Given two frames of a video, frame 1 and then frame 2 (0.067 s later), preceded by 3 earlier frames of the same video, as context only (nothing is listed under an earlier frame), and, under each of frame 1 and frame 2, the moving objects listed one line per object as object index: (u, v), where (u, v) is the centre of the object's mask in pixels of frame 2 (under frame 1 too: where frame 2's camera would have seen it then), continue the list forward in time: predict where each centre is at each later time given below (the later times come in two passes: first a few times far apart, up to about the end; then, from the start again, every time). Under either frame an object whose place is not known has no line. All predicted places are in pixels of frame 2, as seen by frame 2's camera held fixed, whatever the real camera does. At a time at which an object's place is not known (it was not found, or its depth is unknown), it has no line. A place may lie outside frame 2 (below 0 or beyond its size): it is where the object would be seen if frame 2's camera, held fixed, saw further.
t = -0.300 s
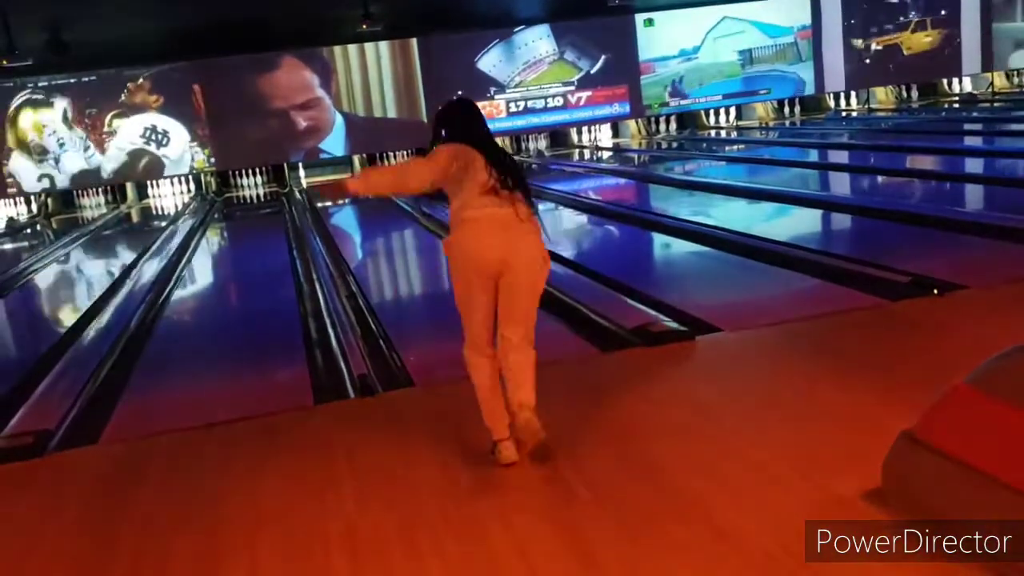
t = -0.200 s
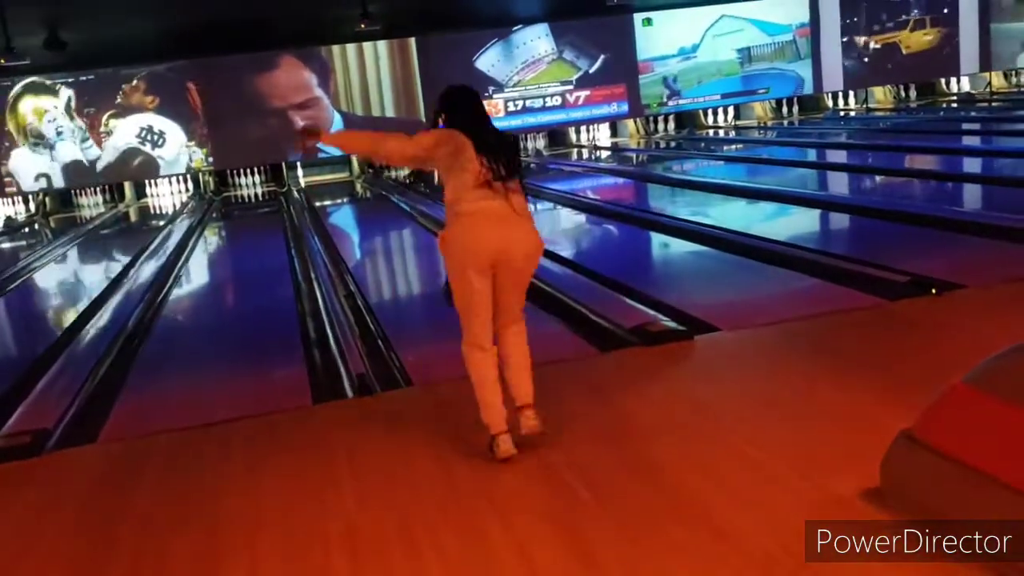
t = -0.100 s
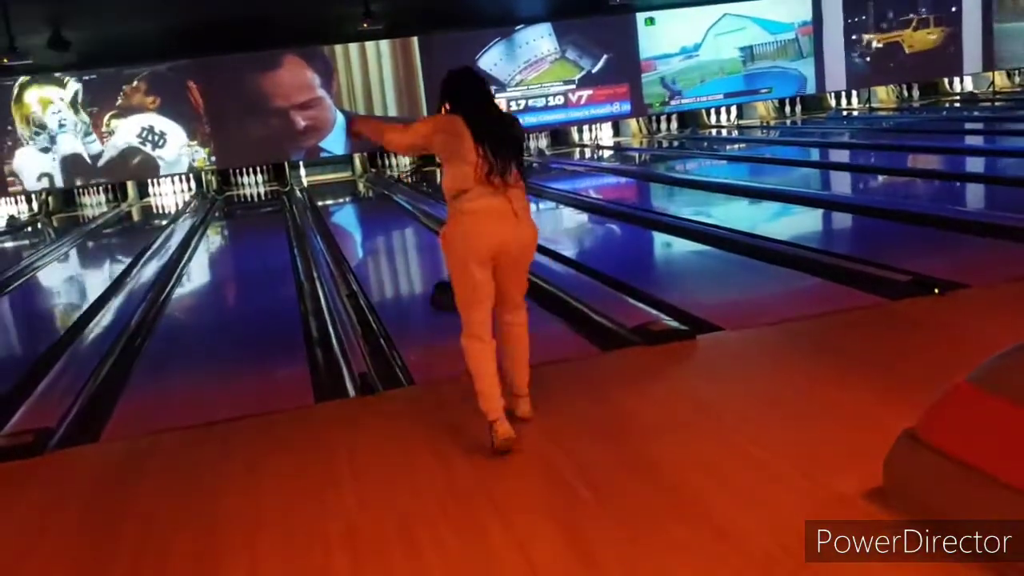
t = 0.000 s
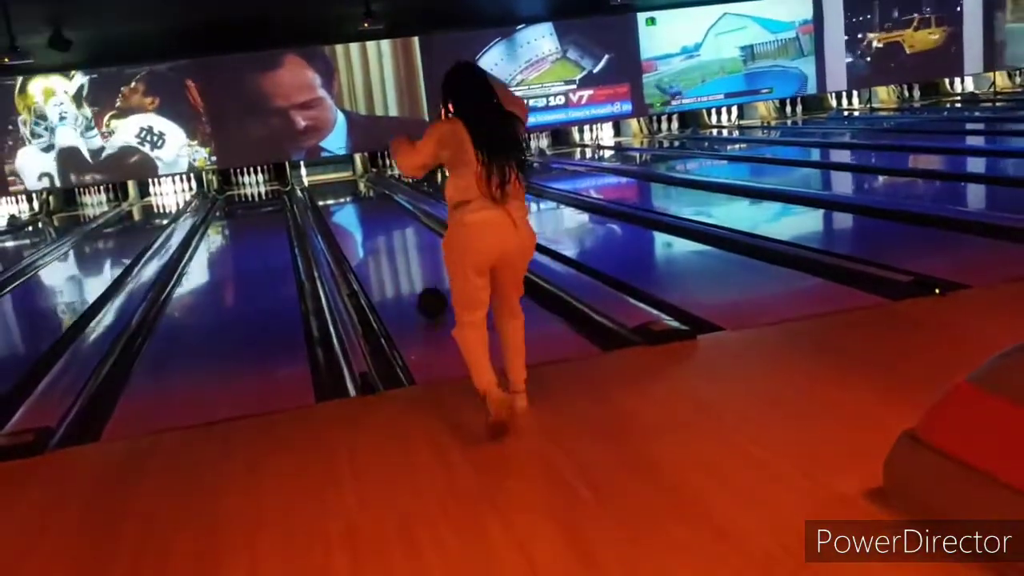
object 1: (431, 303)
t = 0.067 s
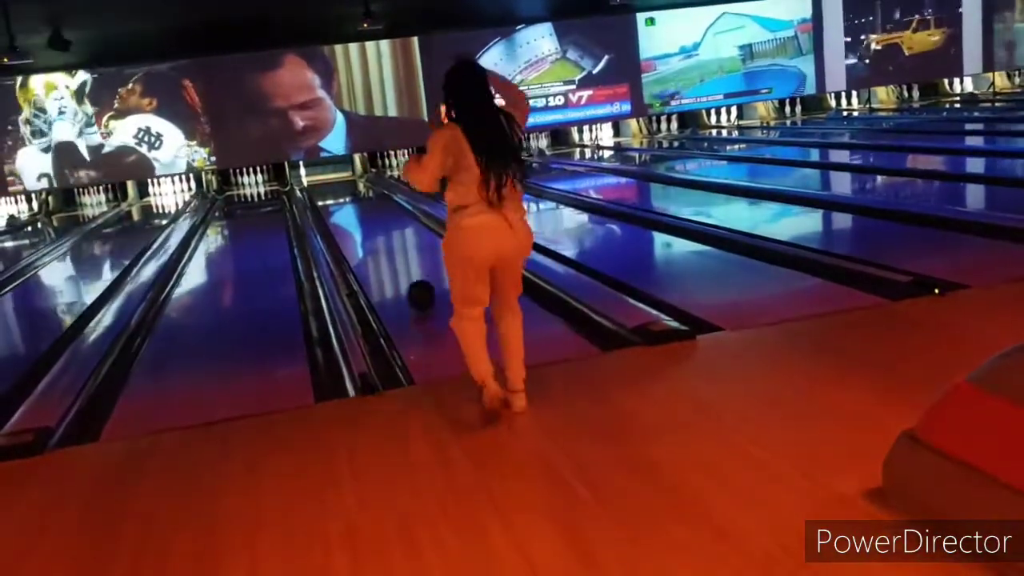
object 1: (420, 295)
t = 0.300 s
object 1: (392, 271)
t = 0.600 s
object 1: (366, 248)
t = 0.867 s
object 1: (349, 233)
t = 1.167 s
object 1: (334, 220)
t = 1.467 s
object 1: (324, 212)
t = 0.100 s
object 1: (417, 292)
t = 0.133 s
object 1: (412, 288)
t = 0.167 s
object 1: (407, 284)
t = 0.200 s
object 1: (403, 280)
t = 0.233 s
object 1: (399, 277)
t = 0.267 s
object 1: (396, 273)
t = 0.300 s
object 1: (392, 271)
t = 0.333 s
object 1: (389, 267)
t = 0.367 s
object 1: (385, 265)
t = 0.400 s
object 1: (382, 261)
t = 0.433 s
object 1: (380, 258)
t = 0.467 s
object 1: (377, 256)
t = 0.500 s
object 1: (375, 254)
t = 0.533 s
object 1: (371, 252)
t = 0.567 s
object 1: (369, 250)
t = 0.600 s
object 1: (366, 248)
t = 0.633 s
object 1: (364, 246)
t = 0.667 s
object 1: (362, 244)
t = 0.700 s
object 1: (360, 242)
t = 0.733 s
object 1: (357, 240)
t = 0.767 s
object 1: (355, 238)
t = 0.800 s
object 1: (353, 236)
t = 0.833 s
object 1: (351, 235)
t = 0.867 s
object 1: (349, 233)
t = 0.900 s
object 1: (347, 231)
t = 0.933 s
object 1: (345, 230)
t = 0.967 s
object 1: (343, 228)
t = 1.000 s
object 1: (342, 227)
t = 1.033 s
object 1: (340, 225)
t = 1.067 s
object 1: (339, 224)
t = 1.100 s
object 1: (337, 222)
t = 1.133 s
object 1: (335, 221)
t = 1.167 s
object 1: (334, 220)
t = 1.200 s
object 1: (334, 218)
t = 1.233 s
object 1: (332, 216)
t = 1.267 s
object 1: (330, 215)
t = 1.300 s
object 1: (329, 214)
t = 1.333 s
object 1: (328, 213)
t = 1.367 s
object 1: (327, 213)
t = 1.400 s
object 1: (325, 212)
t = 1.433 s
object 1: (324, 211)
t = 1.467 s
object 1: (324, 212)
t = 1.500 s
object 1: (321, 209)
